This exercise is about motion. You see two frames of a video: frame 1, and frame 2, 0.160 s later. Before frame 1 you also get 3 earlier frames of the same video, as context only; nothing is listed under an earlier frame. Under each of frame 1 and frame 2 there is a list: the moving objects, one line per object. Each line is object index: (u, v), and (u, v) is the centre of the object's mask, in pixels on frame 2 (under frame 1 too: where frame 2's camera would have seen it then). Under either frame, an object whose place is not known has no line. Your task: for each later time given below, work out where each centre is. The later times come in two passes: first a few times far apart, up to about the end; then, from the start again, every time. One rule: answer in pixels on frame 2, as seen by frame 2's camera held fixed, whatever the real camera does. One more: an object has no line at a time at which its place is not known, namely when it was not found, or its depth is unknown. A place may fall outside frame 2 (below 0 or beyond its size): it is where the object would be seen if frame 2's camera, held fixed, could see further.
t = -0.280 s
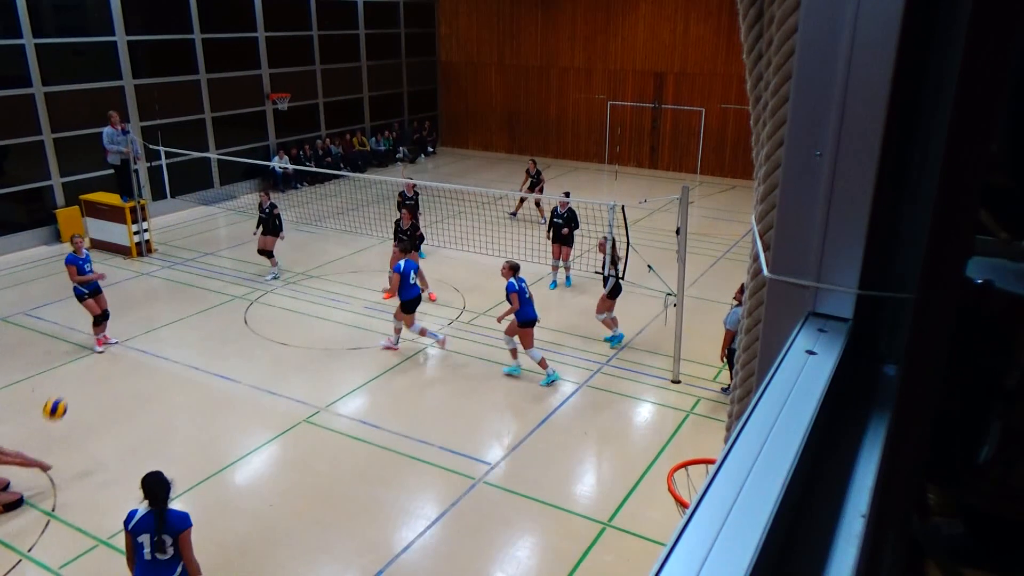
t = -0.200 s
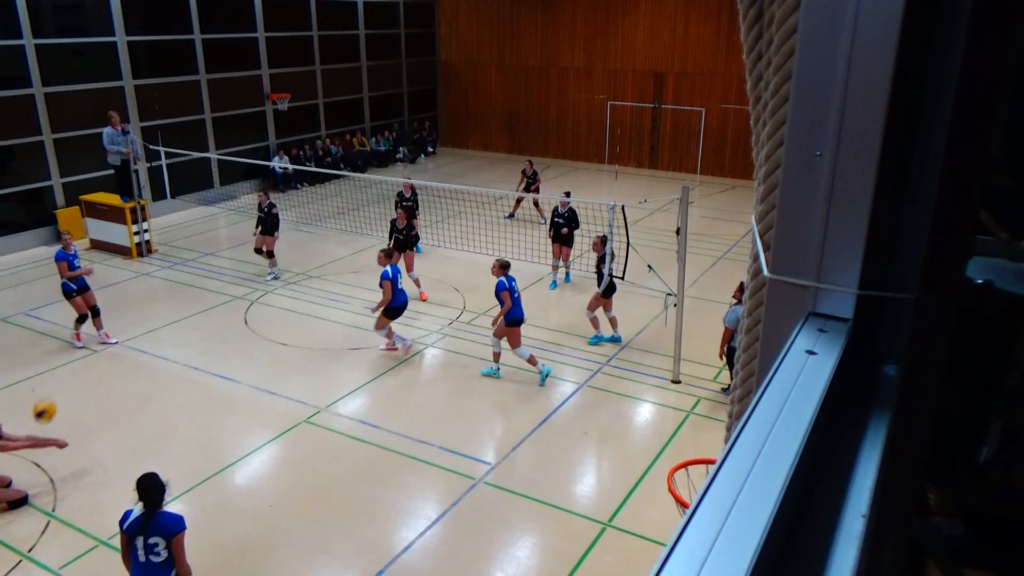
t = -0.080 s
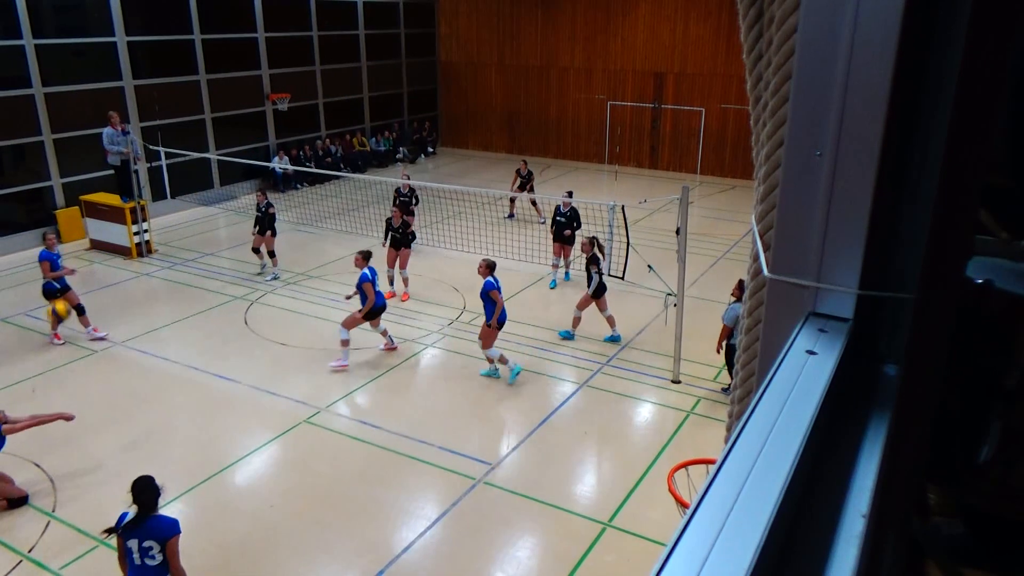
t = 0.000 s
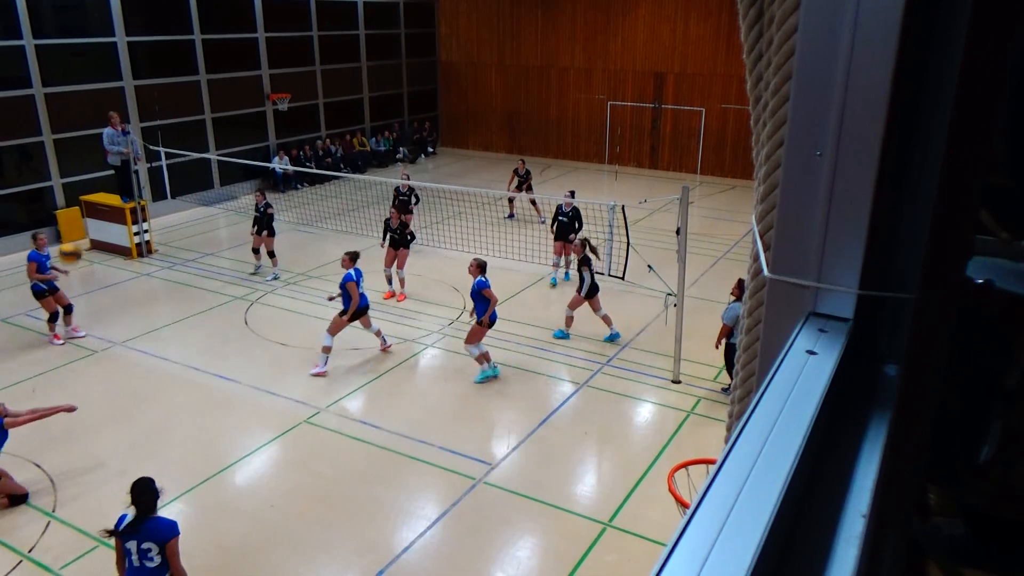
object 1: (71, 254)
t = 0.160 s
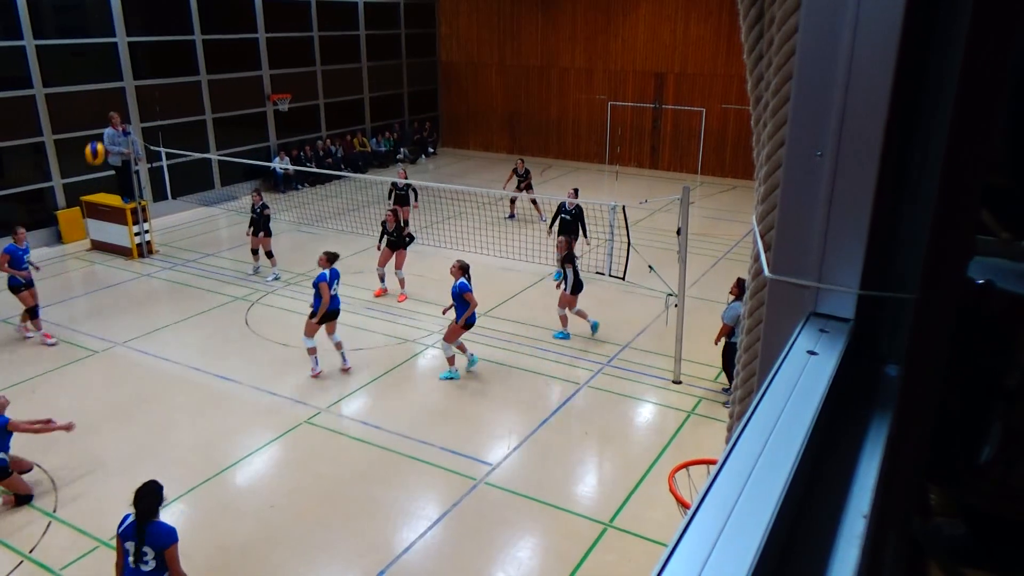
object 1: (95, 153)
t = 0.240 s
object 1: (109, 114)
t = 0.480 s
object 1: (152, 35)
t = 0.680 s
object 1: (191, 16)
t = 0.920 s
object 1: (240, 45)
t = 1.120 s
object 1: (279, 103)
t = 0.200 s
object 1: (102, 132)
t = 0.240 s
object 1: (109, 114)
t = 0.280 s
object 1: (116, 96)
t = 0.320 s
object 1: (123, 80)
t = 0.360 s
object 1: (130, 66)
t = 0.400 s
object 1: (137, 54)
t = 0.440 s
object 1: (145, 44)
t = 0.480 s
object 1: (152, 35)
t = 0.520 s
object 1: (160, 28)
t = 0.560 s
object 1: (166, 22)
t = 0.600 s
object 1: (173, 18)
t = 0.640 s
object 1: (183, 17)
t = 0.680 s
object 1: (191, 16)
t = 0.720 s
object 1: (199, 18)
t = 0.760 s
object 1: (207, 20)
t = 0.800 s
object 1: (216, 24)
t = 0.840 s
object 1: (224, 30)
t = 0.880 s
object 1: (232, 37)
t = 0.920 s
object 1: (240, 45)
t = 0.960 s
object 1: (249, 54)
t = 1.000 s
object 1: (256, 64)
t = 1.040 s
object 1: (264, 76)
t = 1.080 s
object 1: (272, 89)
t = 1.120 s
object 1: (279, 103)
